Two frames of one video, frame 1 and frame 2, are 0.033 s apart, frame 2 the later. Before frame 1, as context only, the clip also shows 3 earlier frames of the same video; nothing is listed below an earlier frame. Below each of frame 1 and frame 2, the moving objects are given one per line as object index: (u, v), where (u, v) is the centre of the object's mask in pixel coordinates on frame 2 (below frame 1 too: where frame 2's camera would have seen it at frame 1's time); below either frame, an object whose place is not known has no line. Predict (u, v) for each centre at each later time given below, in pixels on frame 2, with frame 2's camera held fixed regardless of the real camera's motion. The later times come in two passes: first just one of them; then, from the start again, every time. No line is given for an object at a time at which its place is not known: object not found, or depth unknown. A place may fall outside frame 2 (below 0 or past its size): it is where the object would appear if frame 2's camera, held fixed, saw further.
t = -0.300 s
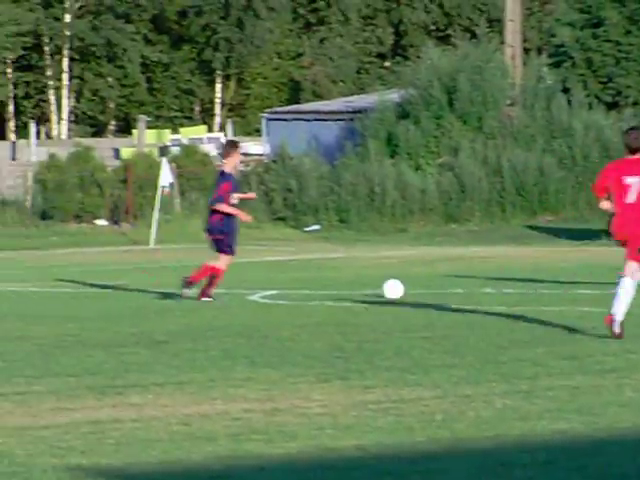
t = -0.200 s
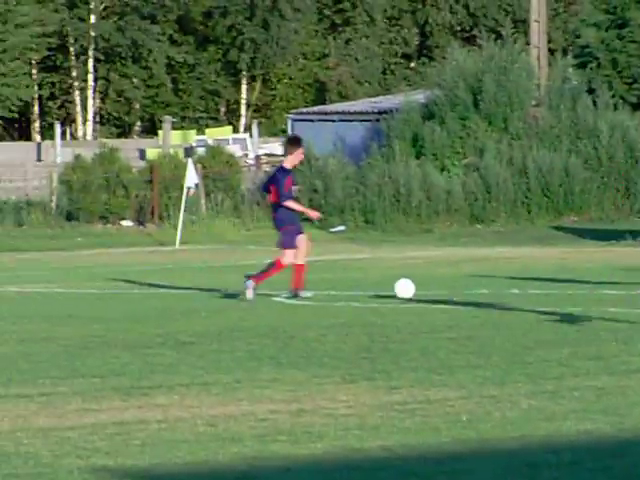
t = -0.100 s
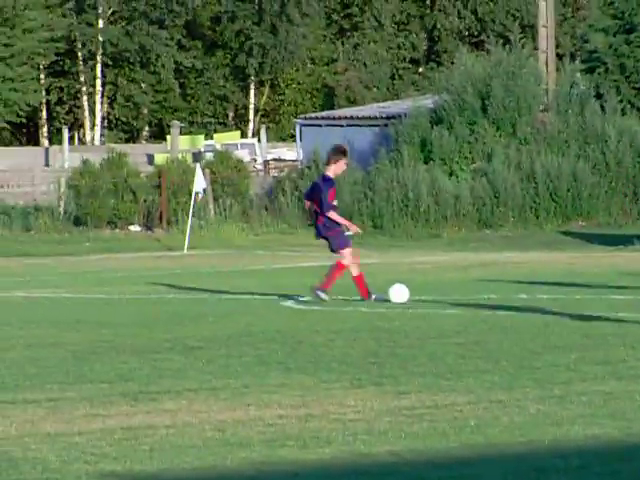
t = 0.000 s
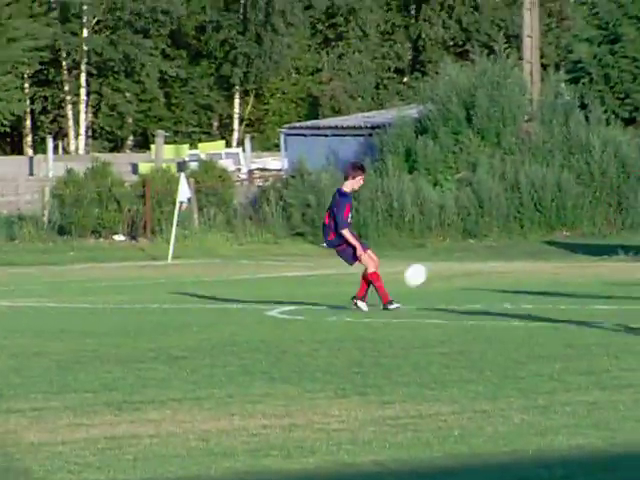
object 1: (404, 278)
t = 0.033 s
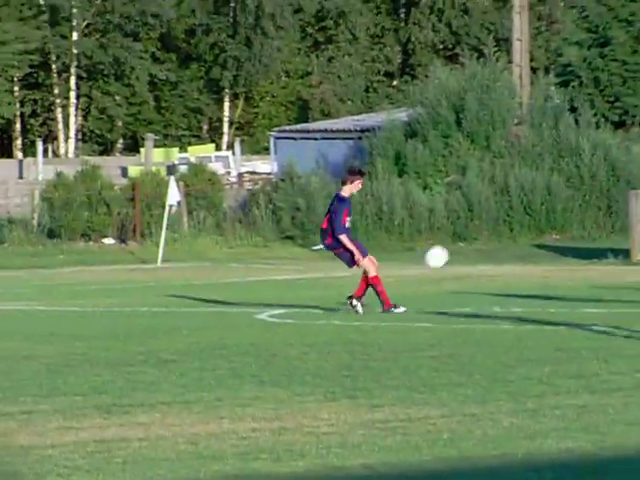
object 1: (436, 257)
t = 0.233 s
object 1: (622, 153)
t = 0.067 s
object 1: (468, 237)
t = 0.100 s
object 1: (499, 219)
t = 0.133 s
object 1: (530, 201)
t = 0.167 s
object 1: (560, 184)
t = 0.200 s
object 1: (591, 168)
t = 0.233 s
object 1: (622, 153)
